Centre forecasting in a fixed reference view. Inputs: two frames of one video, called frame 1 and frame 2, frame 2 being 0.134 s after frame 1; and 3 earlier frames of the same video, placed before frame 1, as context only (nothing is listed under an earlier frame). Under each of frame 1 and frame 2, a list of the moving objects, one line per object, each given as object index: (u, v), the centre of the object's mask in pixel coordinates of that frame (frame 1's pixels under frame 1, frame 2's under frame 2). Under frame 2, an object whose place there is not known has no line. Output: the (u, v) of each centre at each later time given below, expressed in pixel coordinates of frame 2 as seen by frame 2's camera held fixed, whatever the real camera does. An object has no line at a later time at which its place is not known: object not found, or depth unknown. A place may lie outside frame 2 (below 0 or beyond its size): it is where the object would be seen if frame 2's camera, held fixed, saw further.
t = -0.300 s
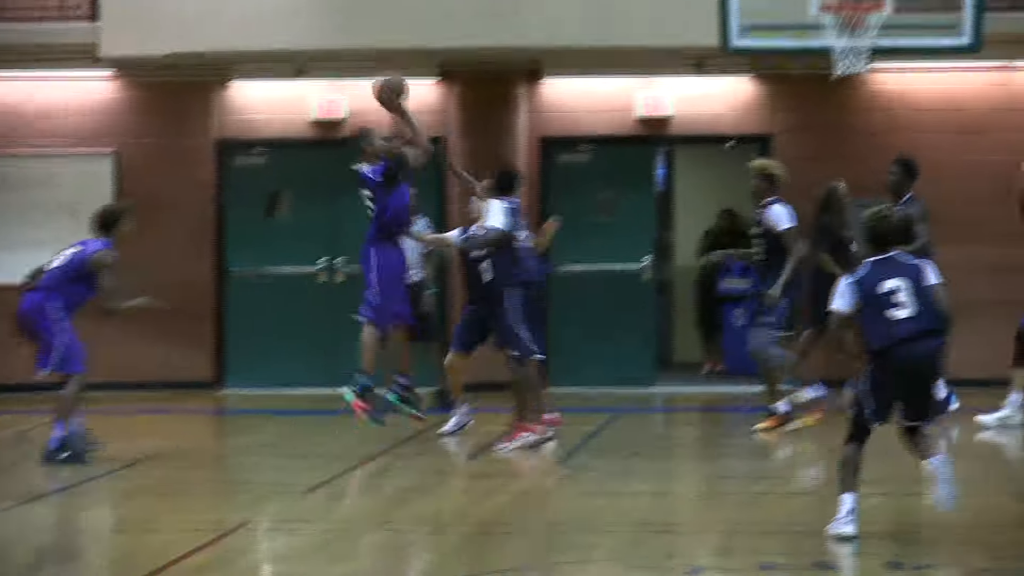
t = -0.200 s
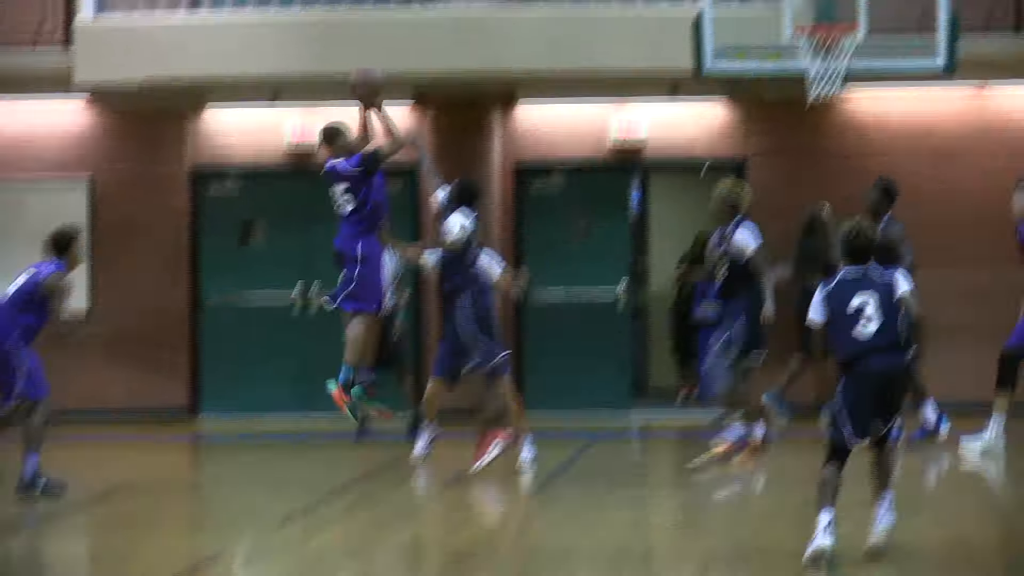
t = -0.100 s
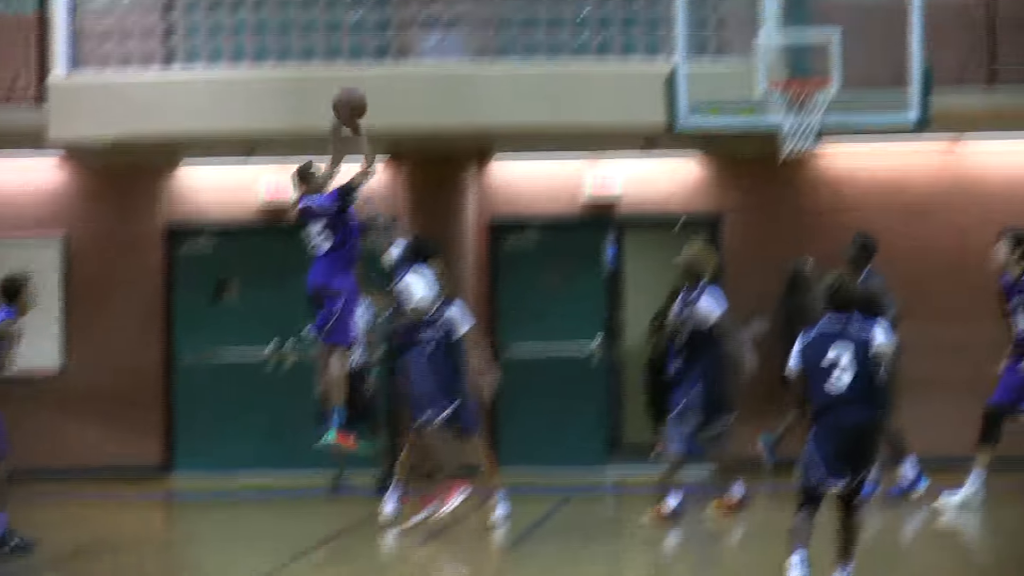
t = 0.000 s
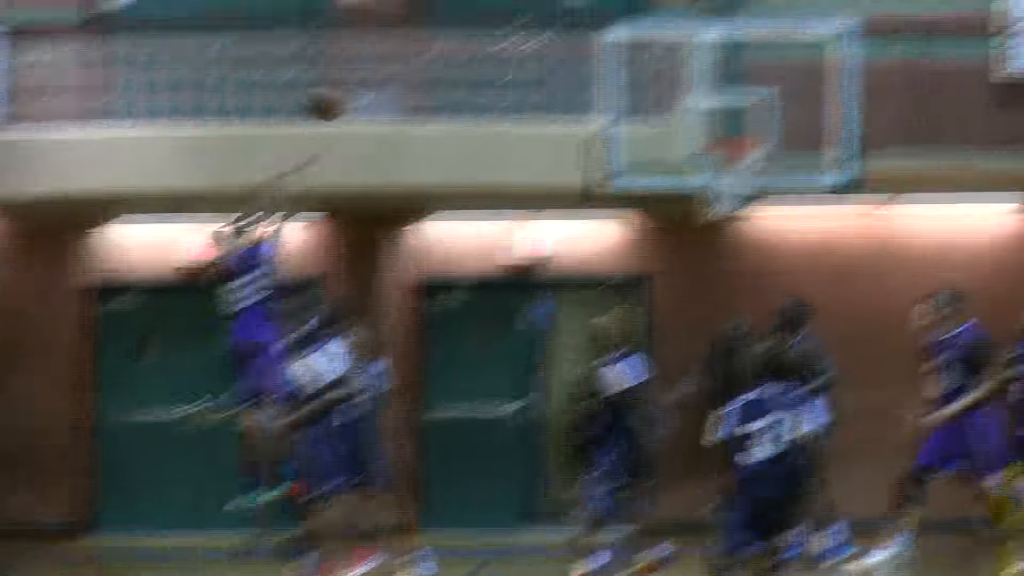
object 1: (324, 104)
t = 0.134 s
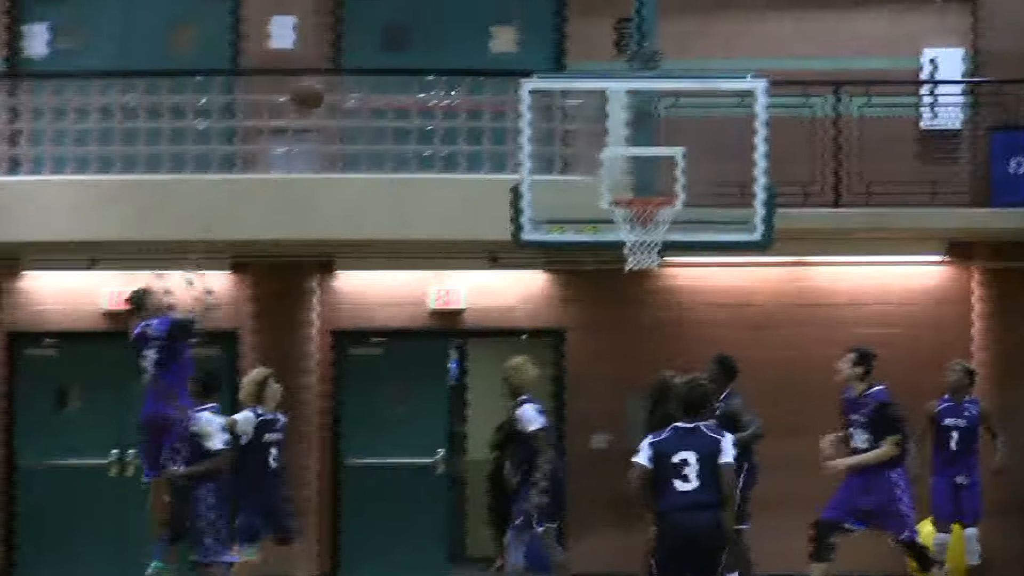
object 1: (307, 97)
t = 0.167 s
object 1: (326, 81)
